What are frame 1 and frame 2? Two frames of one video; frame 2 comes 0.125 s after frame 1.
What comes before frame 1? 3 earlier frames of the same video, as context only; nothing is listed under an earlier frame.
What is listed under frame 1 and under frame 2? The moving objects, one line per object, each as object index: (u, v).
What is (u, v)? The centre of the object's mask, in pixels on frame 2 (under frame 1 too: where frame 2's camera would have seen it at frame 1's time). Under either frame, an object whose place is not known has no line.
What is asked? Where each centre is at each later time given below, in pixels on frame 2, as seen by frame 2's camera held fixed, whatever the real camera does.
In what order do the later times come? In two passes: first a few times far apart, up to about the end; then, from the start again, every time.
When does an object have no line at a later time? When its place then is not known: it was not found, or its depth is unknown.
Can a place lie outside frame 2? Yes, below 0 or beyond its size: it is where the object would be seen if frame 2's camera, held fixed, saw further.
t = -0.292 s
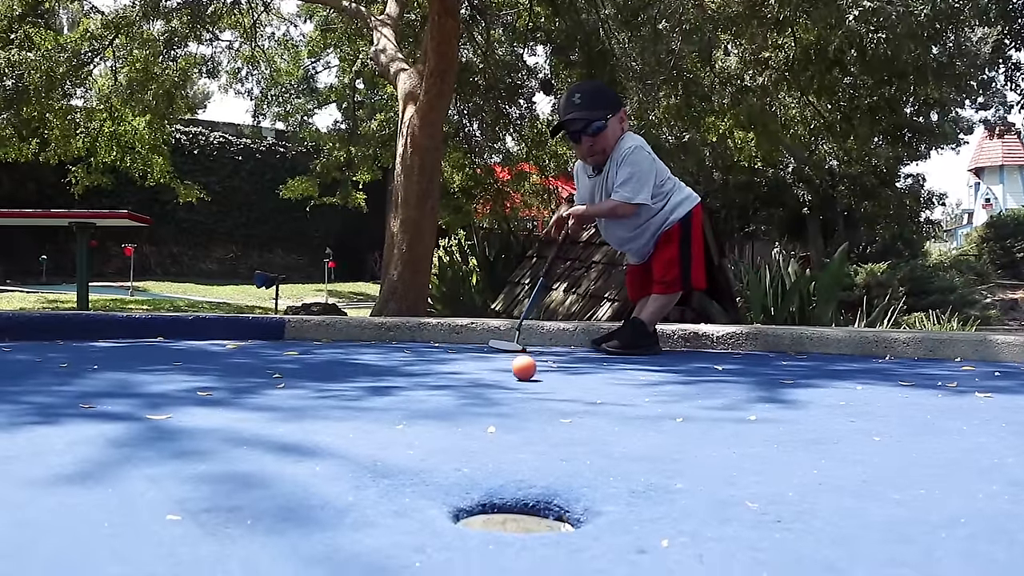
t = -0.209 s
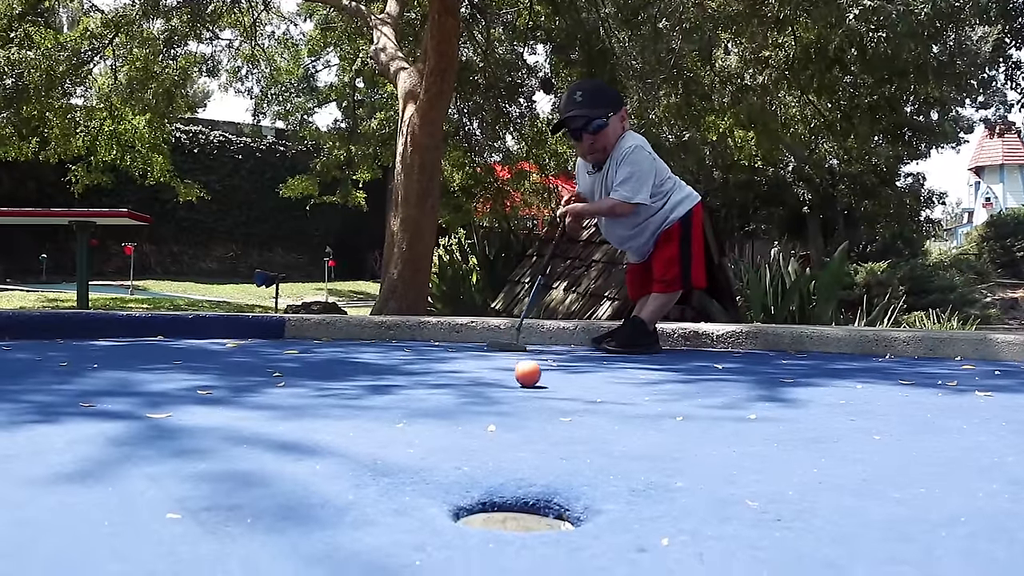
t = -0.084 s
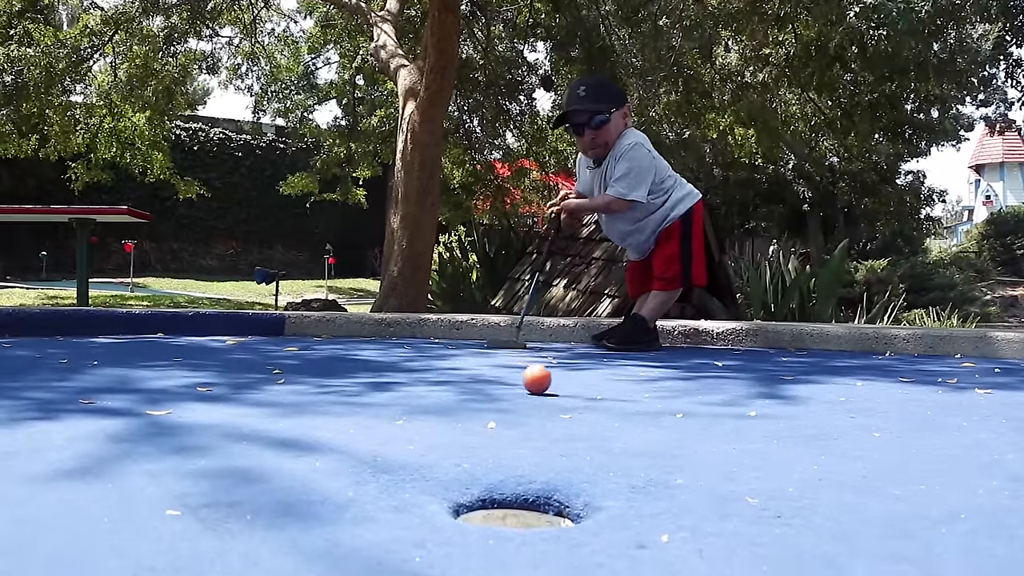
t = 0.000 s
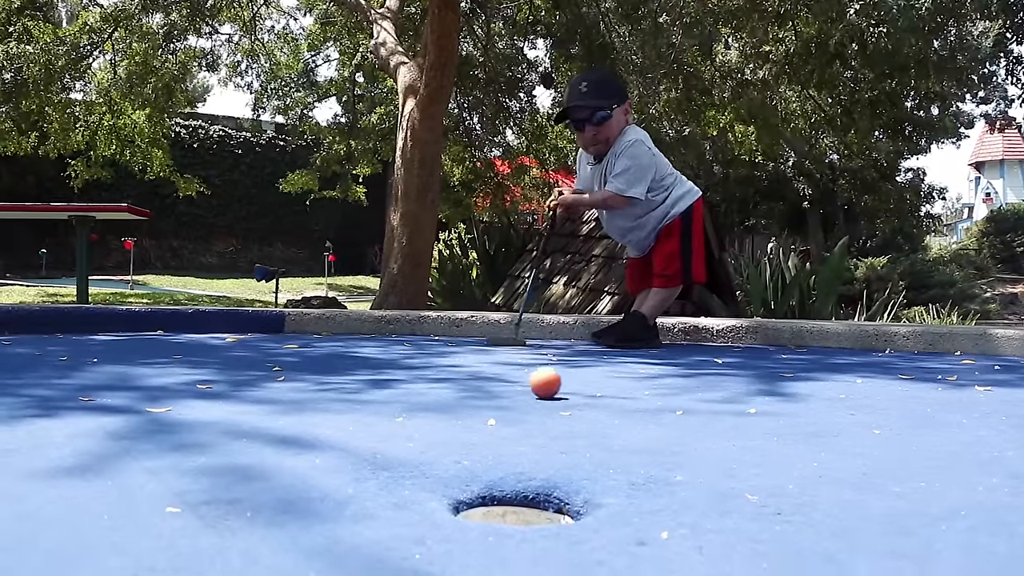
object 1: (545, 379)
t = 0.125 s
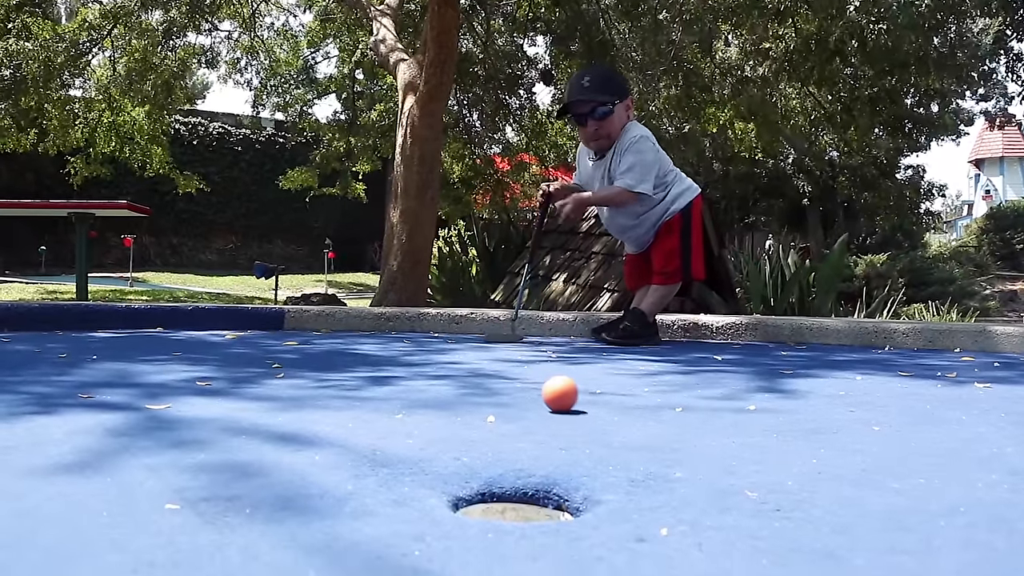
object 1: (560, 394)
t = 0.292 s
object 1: (586, 418)
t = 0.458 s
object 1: (621, 458)
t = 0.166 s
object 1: (565, 398)
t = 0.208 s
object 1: (571, 404)
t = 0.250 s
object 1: (578, 411)
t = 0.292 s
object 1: (586, 418)
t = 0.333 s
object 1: (593, 426)
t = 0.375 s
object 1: (602, 435)
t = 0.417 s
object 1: (611, 445)
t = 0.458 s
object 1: (621, 458)
